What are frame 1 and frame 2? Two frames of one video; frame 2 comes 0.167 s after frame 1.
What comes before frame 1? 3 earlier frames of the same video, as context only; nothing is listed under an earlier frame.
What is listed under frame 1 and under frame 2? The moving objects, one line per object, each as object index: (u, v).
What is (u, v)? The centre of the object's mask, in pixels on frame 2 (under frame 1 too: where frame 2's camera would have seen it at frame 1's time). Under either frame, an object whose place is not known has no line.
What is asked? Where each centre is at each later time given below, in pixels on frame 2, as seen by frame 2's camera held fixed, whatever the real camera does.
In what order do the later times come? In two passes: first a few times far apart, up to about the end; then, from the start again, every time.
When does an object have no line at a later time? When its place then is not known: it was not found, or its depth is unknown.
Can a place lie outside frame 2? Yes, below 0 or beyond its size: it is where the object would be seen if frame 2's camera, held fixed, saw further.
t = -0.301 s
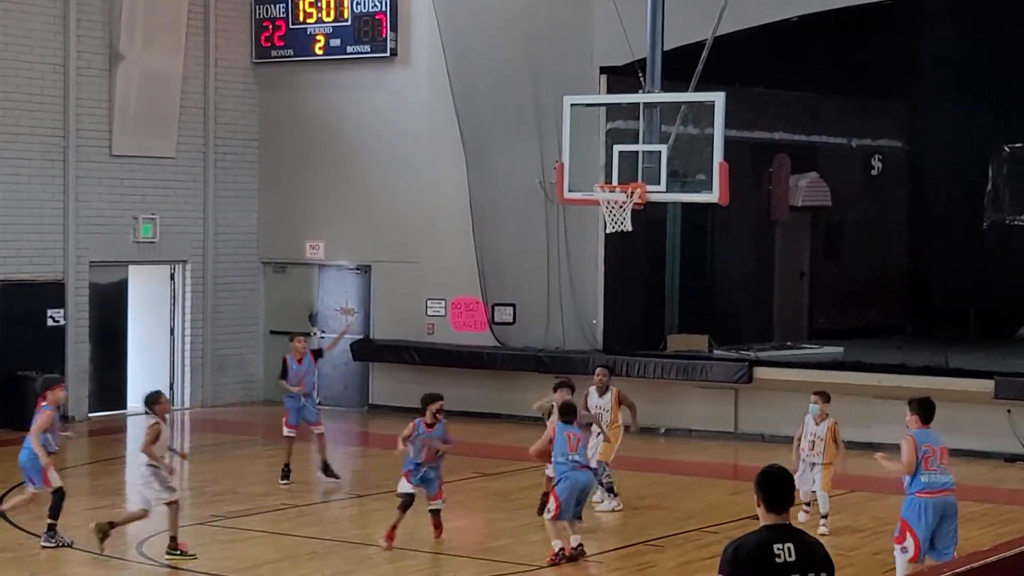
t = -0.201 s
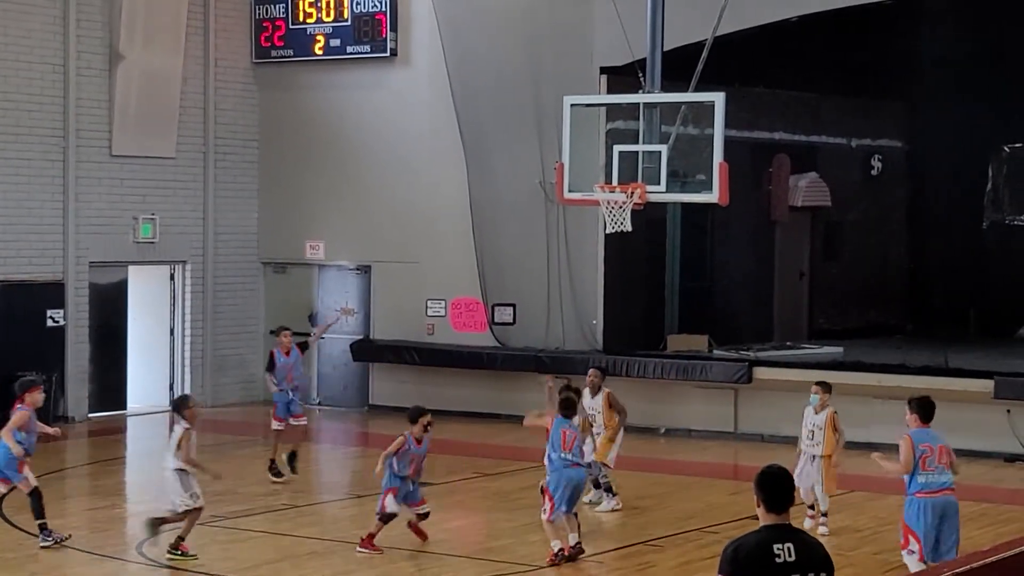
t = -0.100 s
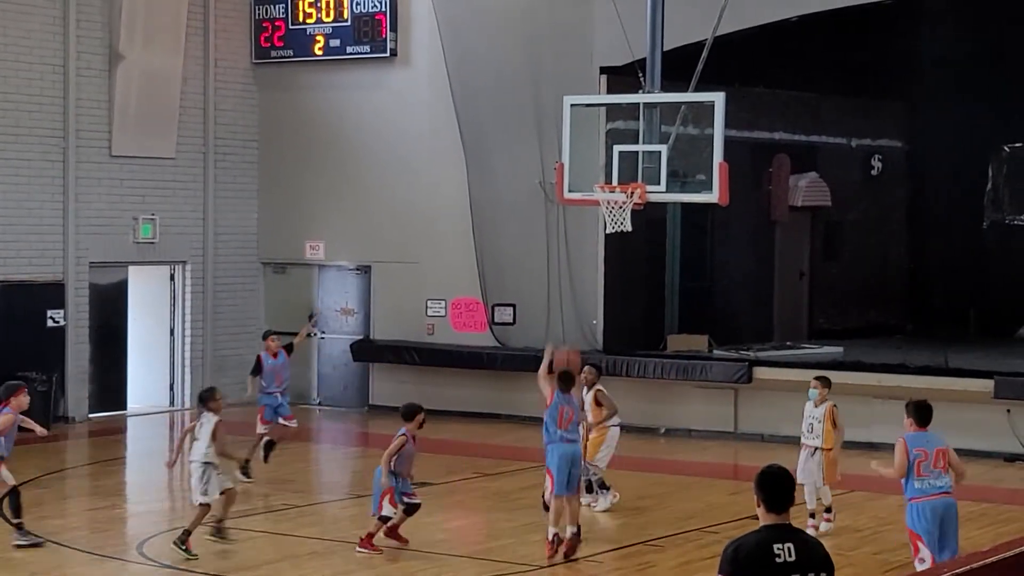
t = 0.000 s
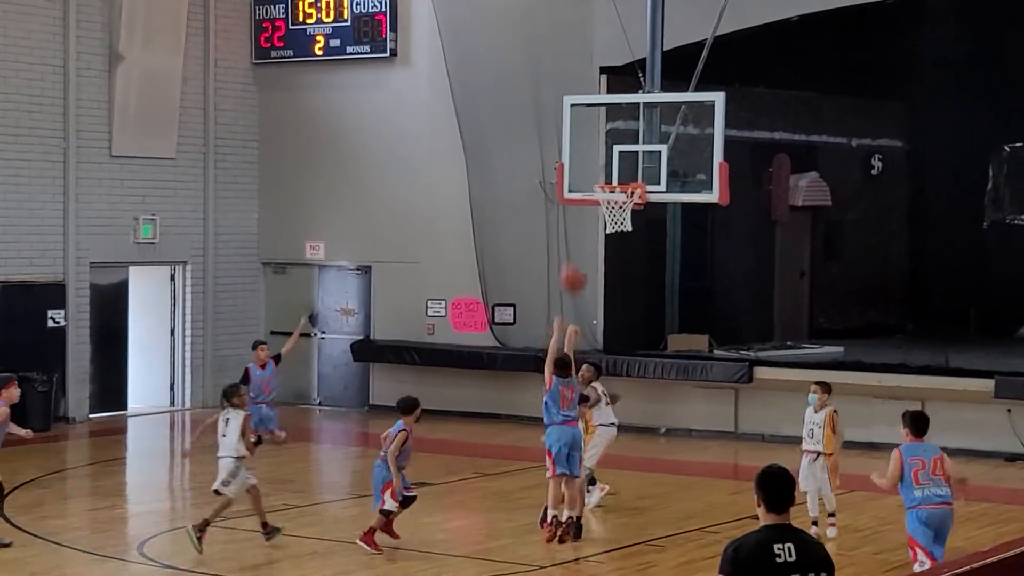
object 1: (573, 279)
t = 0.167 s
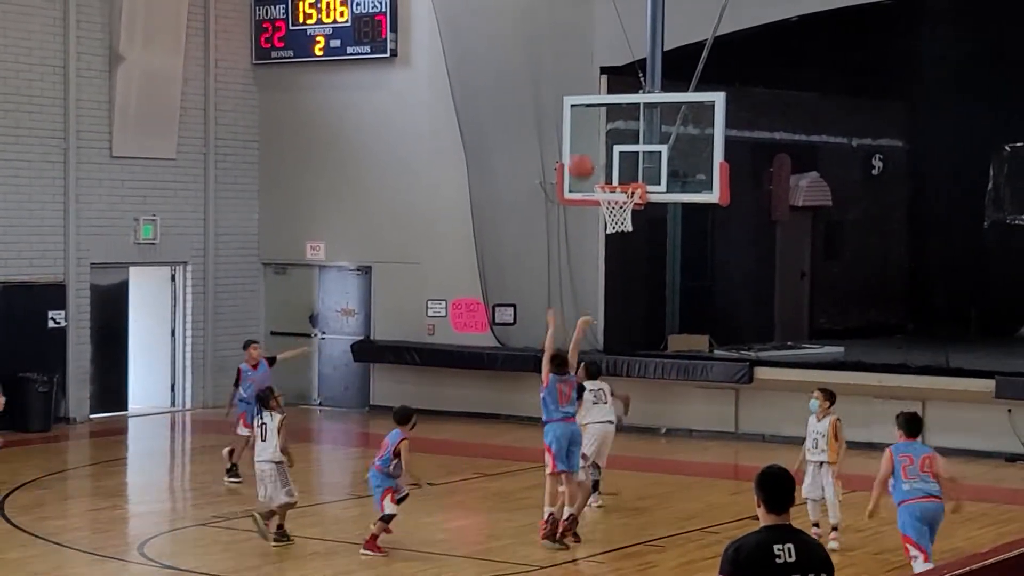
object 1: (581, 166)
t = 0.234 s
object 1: (584, 132)
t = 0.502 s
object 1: (593, 55)
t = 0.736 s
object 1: (599, 54)
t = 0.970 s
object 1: (604, 108)
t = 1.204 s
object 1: (618, 197)
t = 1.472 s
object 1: (636, 217)
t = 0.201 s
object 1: (582, 149)
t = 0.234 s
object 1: (584, 132)
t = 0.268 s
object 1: (585, 118)
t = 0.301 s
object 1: (586, 105)
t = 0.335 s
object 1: (587, 94)
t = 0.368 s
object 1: (588, 83)
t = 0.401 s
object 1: (590, 74)
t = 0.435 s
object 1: (591, 66)
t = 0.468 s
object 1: (592, 60)
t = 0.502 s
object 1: (593, 55)
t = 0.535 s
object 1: (594, 51)
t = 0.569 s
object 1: (594, 49)
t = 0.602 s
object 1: (595, 48)
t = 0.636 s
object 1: (596, 48)
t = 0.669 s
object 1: (597, 48)
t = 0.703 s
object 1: (598, 51)
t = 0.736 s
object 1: (599, 54)
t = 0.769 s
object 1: (600, 59)
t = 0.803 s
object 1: (601, 64)
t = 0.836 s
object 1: (602, 71)
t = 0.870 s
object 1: (602, 78)
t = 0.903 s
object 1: (603, 86)
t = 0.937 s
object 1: (603, 96)
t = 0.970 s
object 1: (604, 108)
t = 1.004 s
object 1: (604, 118)
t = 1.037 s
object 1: (605, 131)
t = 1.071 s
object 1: (605, 144)
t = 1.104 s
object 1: (605, 159)
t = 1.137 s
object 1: (605, 174)
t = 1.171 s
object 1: (611, 184)
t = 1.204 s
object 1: (618, 197)
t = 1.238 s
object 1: (635, 198)
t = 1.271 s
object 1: (640, 204)
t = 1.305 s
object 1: (641, 206)
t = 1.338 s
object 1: (641, 205)
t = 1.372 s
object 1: (637, 210)
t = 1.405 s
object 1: (637, 212)
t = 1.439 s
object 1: (636, 214)
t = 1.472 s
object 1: (636, 217)
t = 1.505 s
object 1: (635, 221)
